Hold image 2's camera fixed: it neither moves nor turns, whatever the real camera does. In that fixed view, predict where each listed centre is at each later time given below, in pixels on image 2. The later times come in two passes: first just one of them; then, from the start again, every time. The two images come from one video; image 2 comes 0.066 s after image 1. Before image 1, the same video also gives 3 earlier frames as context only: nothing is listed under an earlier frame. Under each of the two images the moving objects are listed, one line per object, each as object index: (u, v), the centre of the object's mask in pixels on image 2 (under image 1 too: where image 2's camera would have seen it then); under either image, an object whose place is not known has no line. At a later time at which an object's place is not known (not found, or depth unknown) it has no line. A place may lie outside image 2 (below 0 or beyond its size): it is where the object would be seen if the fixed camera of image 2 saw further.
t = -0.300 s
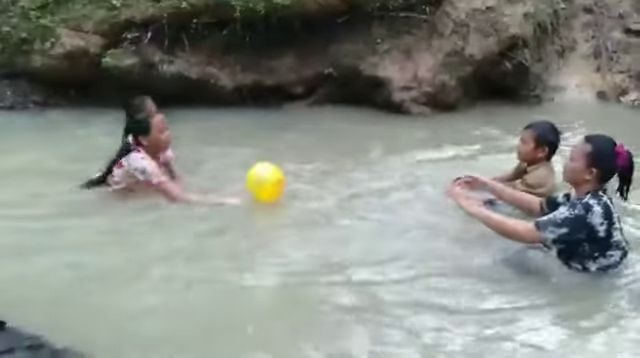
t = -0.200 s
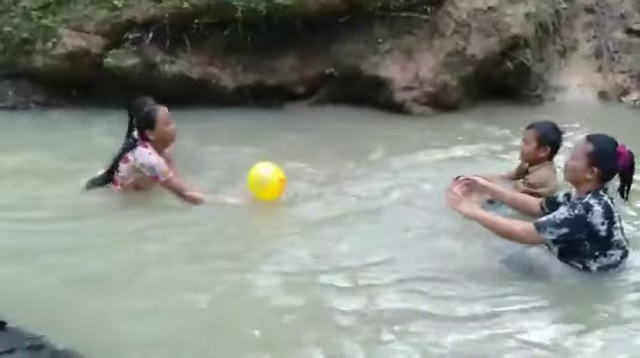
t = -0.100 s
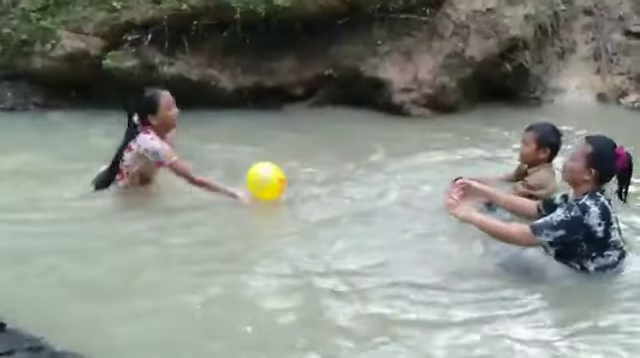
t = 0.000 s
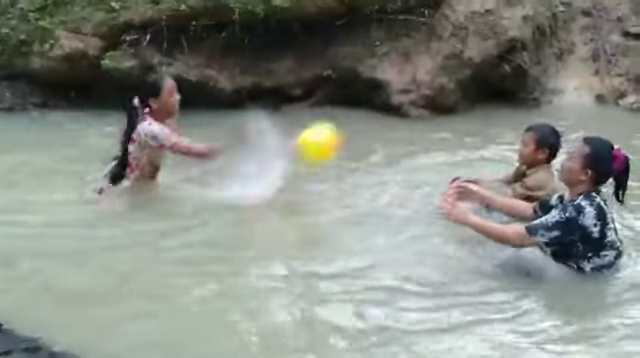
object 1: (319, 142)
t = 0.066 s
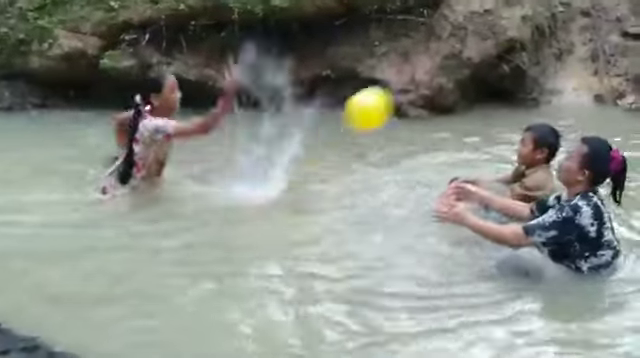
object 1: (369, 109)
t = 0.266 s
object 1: (524, 80)
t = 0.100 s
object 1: (396, 96)
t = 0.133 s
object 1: (426, 89)
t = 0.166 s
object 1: (453, 84)
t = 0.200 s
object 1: (478, 81)
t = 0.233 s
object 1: (501, 80)
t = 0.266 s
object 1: (524, 80)
